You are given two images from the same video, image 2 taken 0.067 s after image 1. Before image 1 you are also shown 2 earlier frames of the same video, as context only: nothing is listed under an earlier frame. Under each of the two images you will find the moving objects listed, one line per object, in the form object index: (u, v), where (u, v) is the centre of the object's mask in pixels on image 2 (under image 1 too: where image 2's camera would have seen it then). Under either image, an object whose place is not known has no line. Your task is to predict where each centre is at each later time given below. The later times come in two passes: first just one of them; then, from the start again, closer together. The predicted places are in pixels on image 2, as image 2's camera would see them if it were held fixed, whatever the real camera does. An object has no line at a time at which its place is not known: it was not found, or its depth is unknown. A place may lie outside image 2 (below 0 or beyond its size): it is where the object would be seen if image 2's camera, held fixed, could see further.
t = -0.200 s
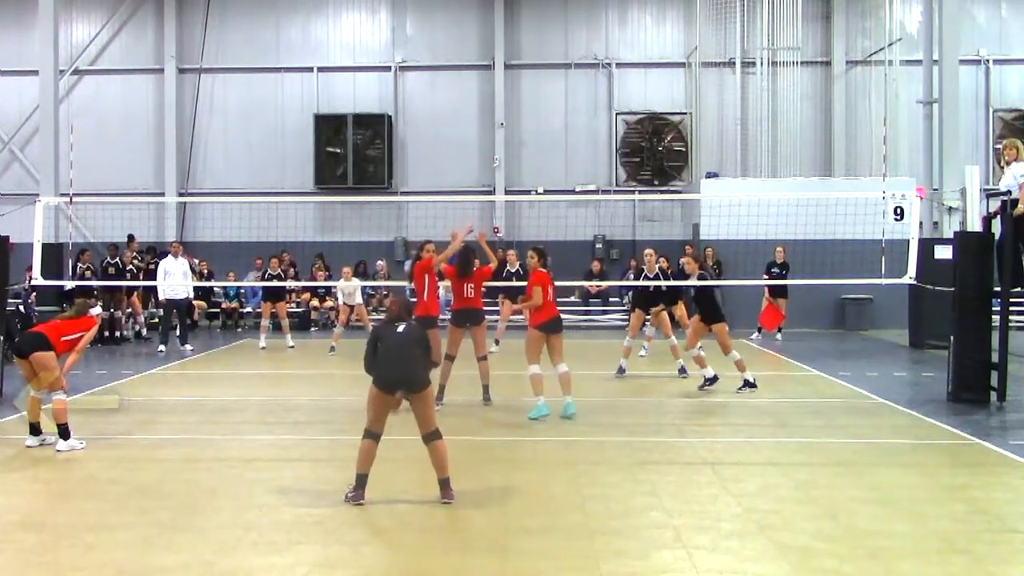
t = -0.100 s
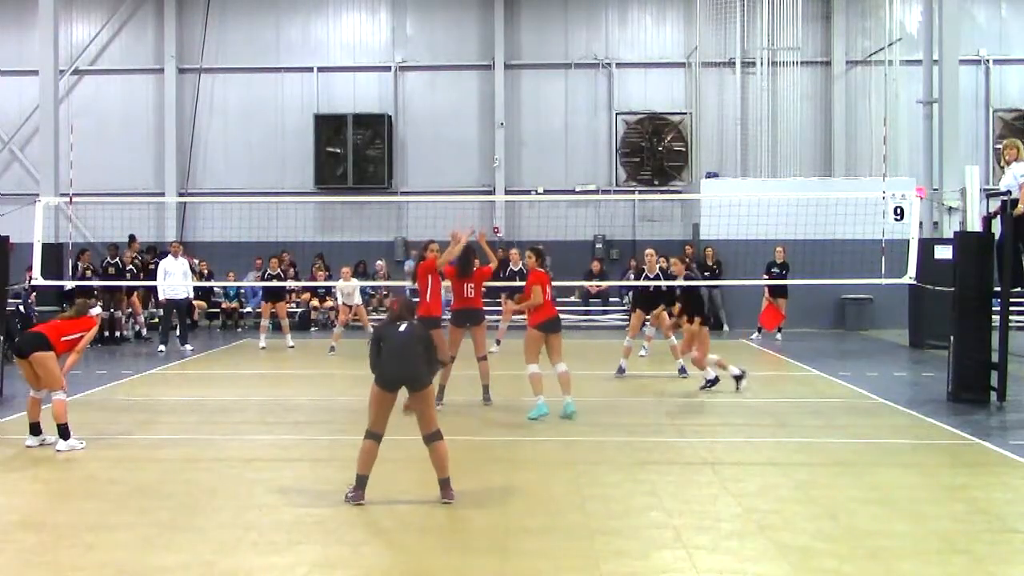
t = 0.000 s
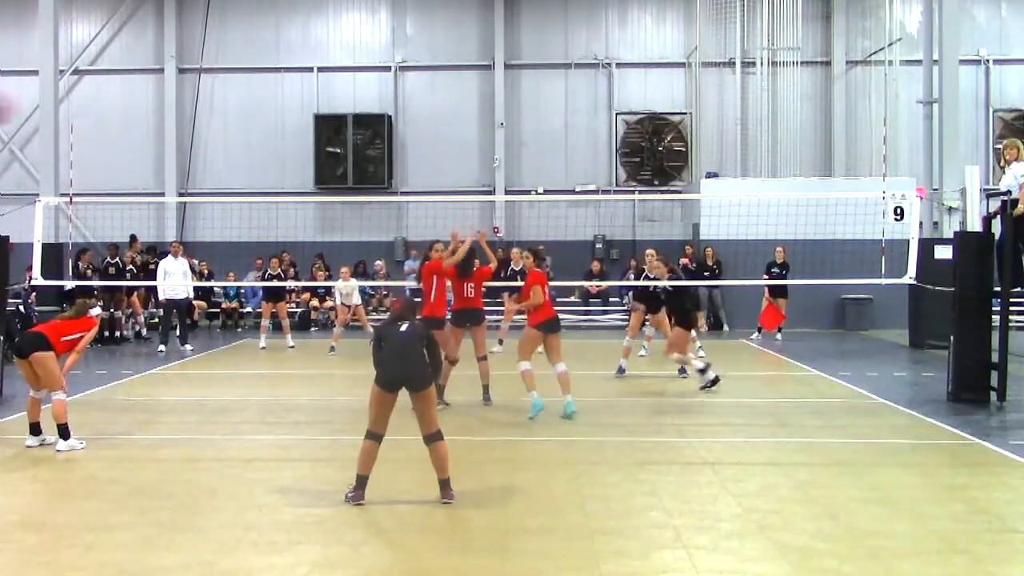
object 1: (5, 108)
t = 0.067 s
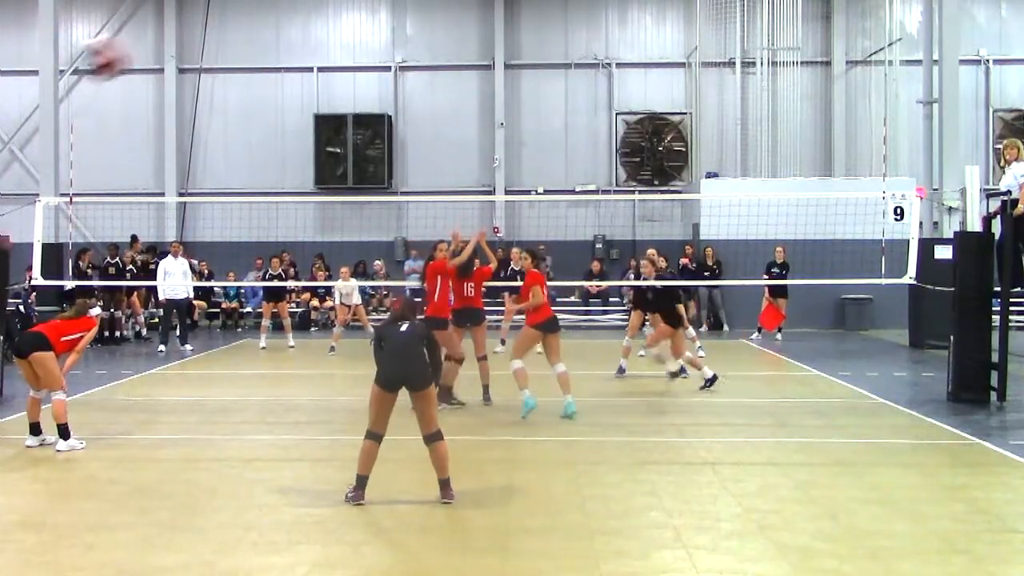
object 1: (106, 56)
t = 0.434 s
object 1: (434, 18)
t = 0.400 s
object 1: (417, 12)
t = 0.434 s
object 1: (434, 18)
